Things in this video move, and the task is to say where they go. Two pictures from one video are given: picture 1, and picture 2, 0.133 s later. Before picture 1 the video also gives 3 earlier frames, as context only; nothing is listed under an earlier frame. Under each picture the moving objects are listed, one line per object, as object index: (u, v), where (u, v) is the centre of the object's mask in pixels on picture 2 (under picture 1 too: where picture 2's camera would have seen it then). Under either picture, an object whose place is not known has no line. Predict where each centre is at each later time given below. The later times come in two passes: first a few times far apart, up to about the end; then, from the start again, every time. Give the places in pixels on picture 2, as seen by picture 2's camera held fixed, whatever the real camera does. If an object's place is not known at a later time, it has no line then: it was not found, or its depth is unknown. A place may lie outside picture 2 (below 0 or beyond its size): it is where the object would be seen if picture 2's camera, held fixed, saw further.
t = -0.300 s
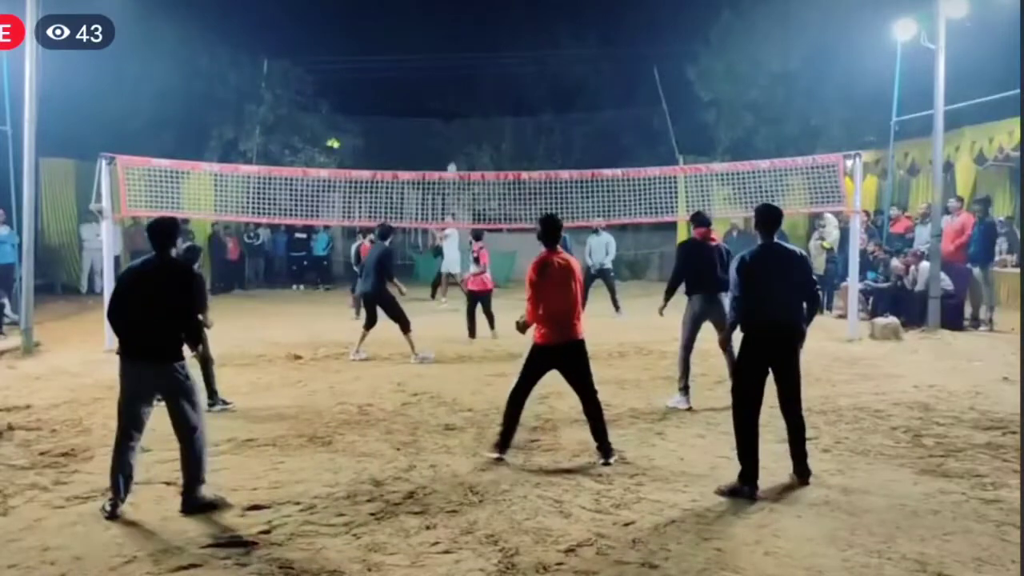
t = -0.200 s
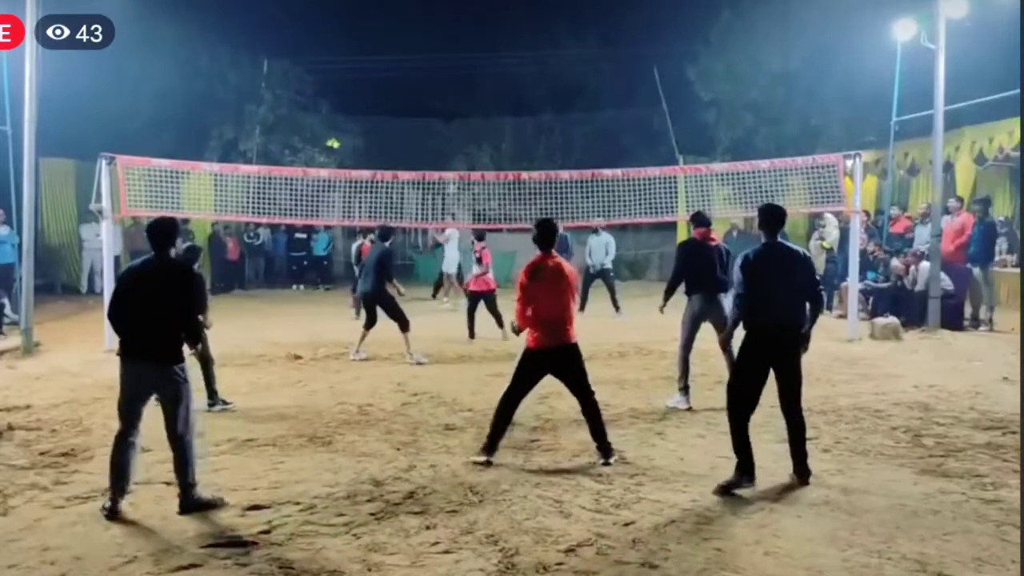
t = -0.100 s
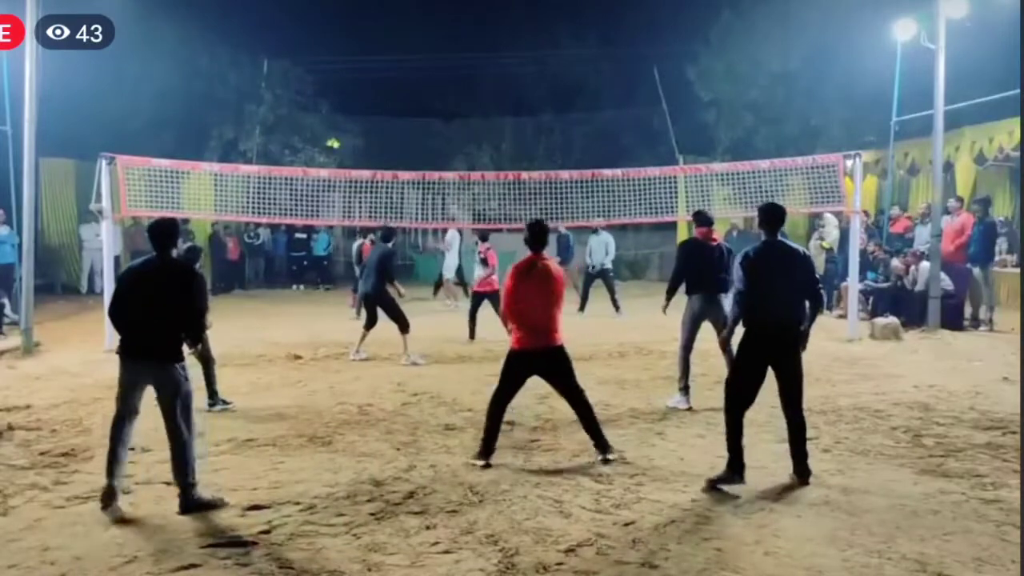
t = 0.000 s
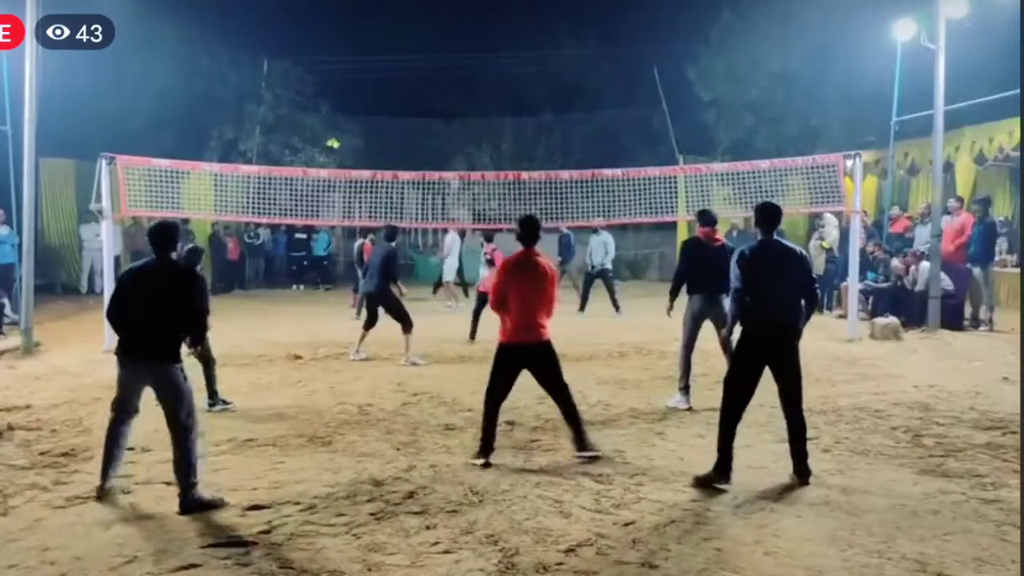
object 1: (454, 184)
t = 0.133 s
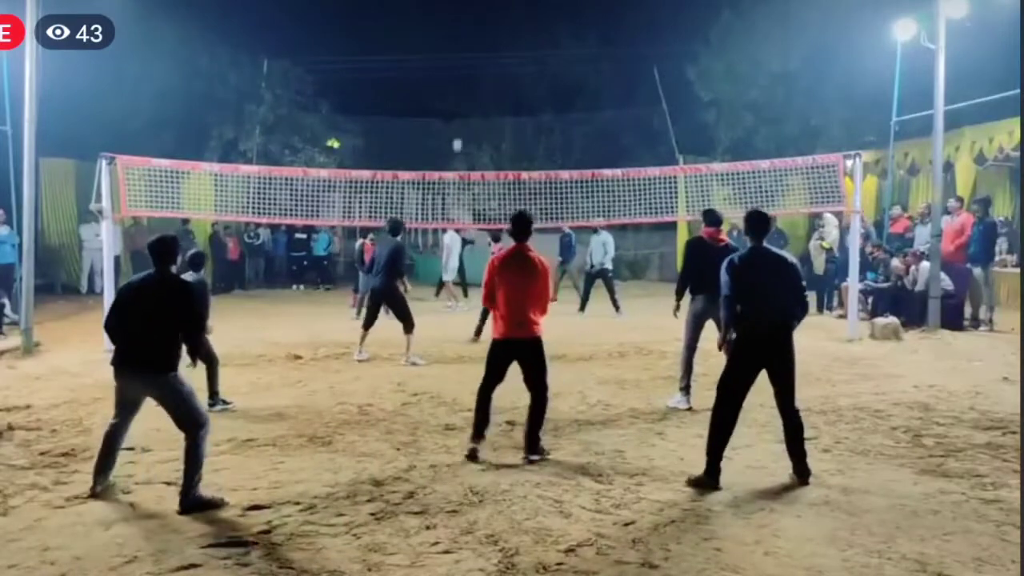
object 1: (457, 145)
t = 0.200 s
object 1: (458, 126)
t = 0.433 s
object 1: (459, 72)
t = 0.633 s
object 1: (458, 41)
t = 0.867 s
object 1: (453, 37)
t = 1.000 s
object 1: (449, 58)
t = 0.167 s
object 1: (458, 136)
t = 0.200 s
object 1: (458, 126)
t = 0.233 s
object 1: (458, 118)
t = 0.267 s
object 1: (458, 109)
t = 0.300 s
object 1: (459, 101)
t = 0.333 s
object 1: (459, 93)
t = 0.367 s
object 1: (459, 85)
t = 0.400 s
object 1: (459, 78)
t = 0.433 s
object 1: (459, 72)
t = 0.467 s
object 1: (459, 66)
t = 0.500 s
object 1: (459, 60)
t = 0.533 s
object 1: (459, 54)
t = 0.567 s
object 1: (459, 49)
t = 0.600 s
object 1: (459, 45)
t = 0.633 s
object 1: (458, 41)
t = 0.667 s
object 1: (458, 38)
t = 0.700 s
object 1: (457, 36)
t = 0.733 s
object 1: (457, 34)
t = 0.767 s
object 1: (456, 33)
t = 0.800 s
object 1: (455, 33)
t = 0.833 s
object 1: (455, 33)
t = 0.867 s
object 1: (453, 37)
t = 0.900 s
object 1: (452, 41)
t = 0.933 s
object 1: (451, 45)
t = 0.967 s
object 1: (450, 50)
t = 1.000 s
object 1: (449, 58)
